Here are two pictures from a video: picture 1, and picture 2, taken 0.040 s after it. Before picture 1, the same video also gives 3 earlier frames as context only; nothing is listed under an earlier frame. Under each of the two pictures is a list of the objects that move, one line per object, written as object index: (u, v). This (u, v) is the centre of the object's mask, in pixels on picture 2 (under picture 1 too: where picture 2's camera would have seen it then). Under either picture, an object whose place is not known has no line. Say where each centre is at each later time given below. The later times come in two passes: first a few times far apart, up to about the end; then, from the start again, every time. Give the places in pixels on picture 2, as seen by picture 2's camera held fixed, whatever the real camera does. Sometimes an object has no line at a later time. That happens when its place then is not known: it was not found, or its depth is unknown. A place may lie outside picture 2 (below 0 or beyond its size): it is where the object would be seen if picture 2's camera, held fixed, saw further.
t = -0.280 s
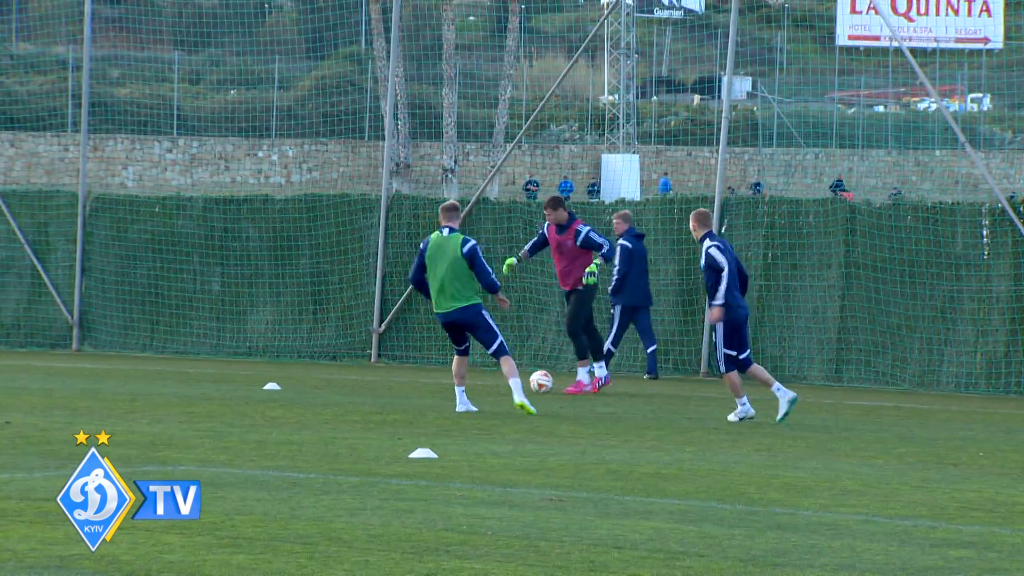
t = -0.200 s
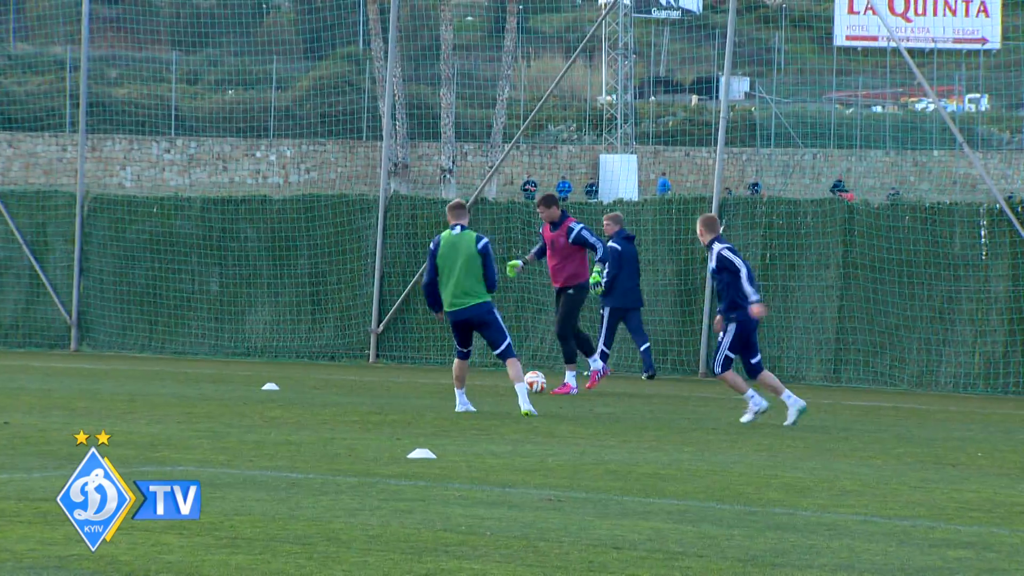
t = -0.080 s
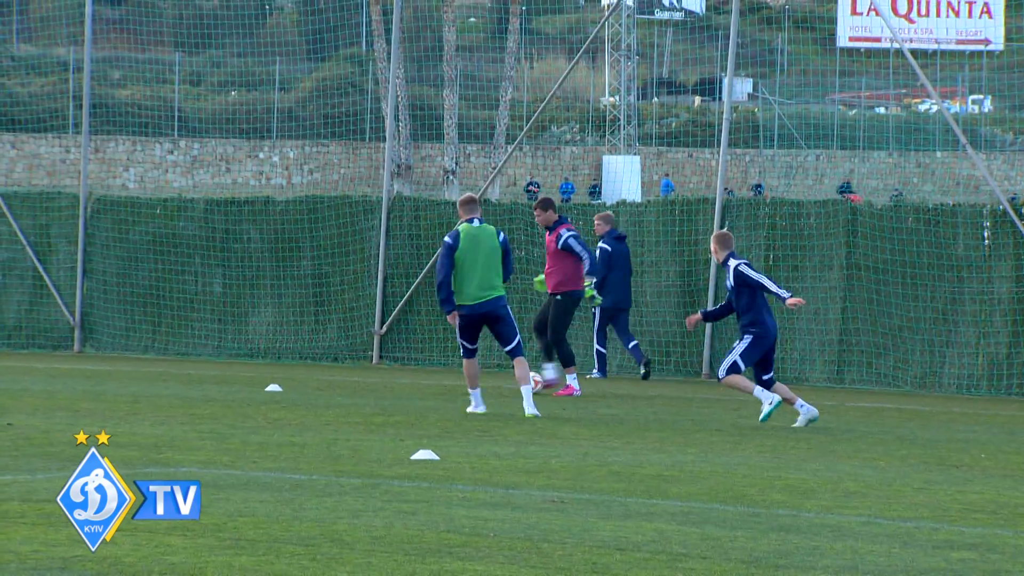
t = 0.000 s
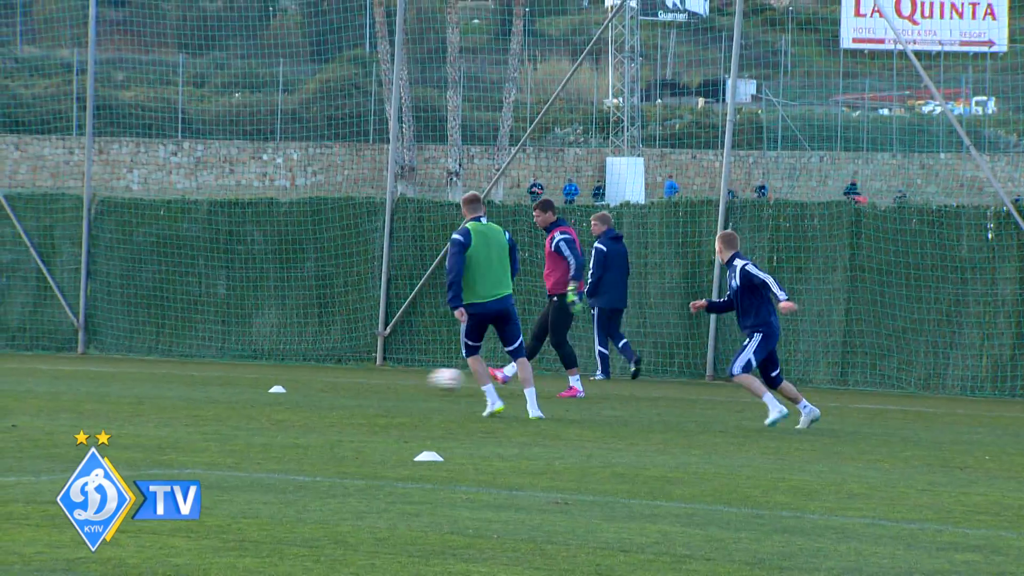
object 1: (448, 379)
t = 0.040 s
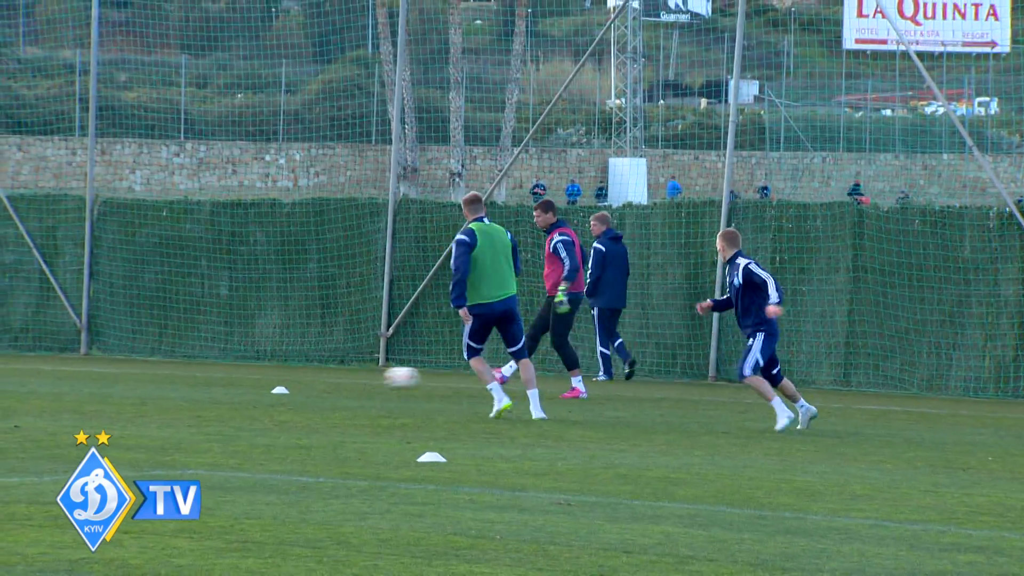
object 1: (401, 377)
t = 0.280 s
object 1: (125, 383)
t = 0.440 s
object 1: (-43, 388)
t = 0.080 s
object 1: (354, 377)
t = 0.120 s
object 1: (306, 379)
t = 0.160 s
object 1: (257, 383)
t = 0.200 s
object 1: (211, 386)
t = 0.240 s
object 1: (167, 383)
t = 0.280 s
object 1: (125, 383)
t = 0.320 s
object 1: (85, 384)
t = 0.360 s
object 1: (44, 388)
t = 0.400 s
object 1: (0, 390)
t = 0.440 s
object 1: (-43, 388)
